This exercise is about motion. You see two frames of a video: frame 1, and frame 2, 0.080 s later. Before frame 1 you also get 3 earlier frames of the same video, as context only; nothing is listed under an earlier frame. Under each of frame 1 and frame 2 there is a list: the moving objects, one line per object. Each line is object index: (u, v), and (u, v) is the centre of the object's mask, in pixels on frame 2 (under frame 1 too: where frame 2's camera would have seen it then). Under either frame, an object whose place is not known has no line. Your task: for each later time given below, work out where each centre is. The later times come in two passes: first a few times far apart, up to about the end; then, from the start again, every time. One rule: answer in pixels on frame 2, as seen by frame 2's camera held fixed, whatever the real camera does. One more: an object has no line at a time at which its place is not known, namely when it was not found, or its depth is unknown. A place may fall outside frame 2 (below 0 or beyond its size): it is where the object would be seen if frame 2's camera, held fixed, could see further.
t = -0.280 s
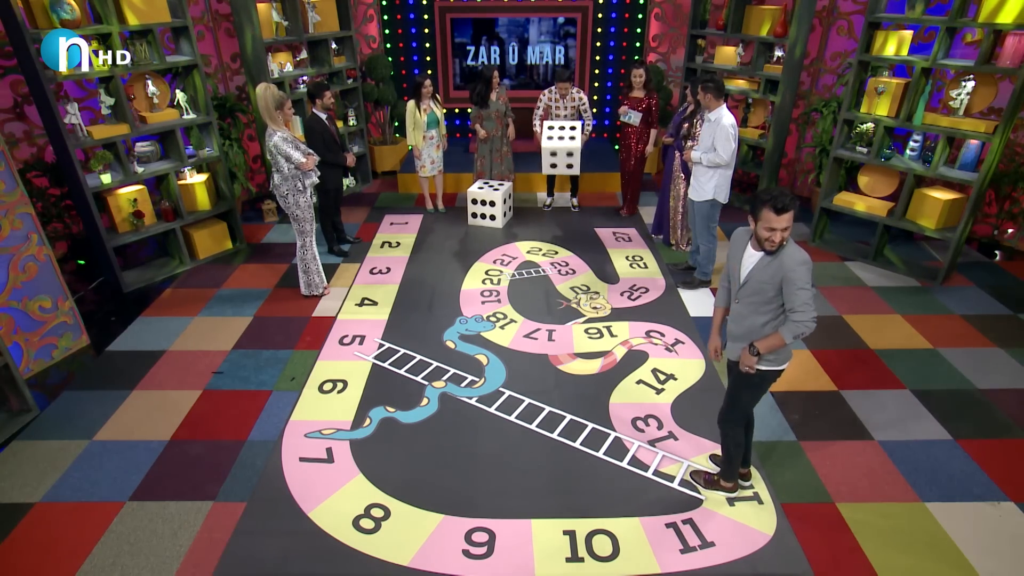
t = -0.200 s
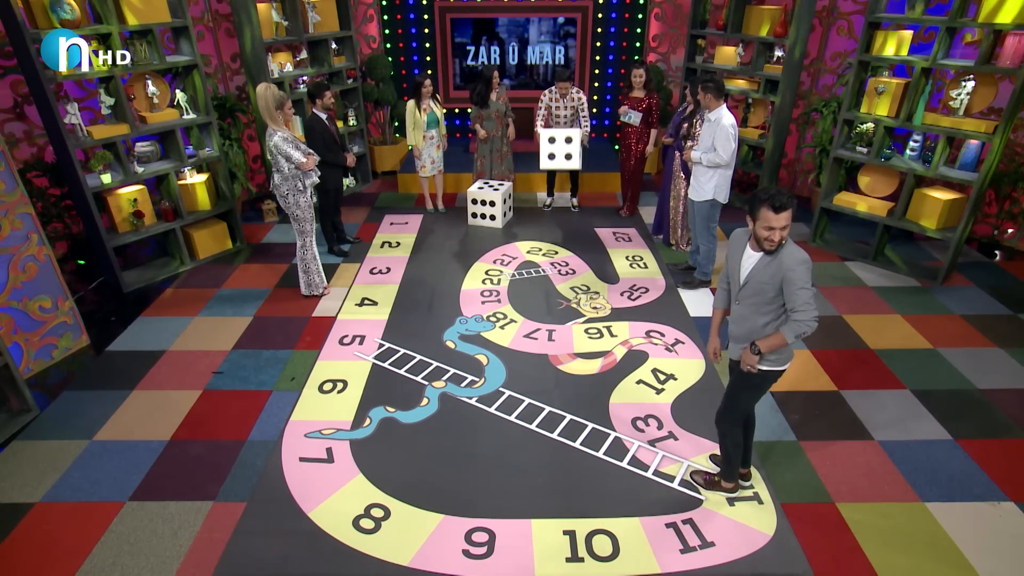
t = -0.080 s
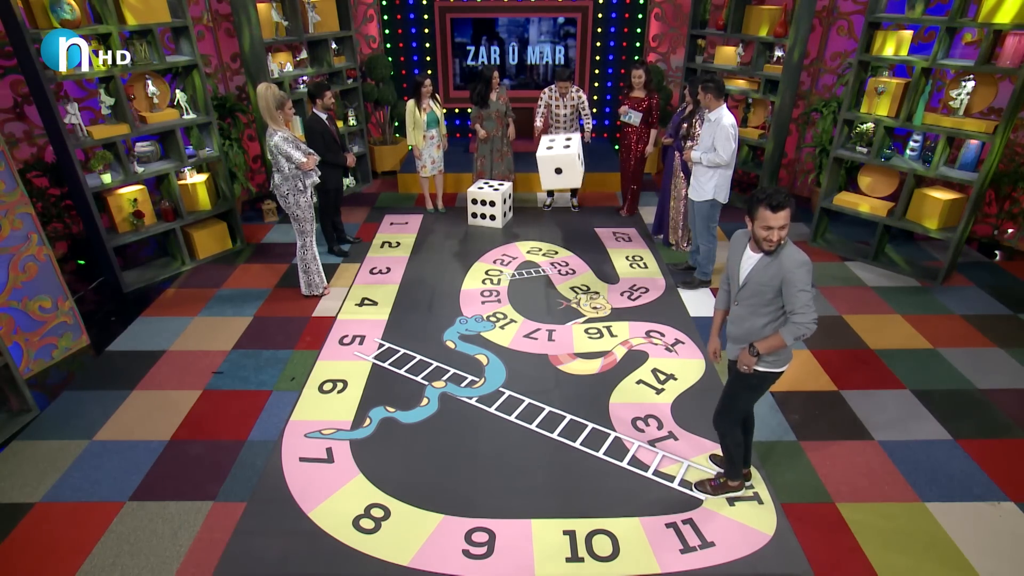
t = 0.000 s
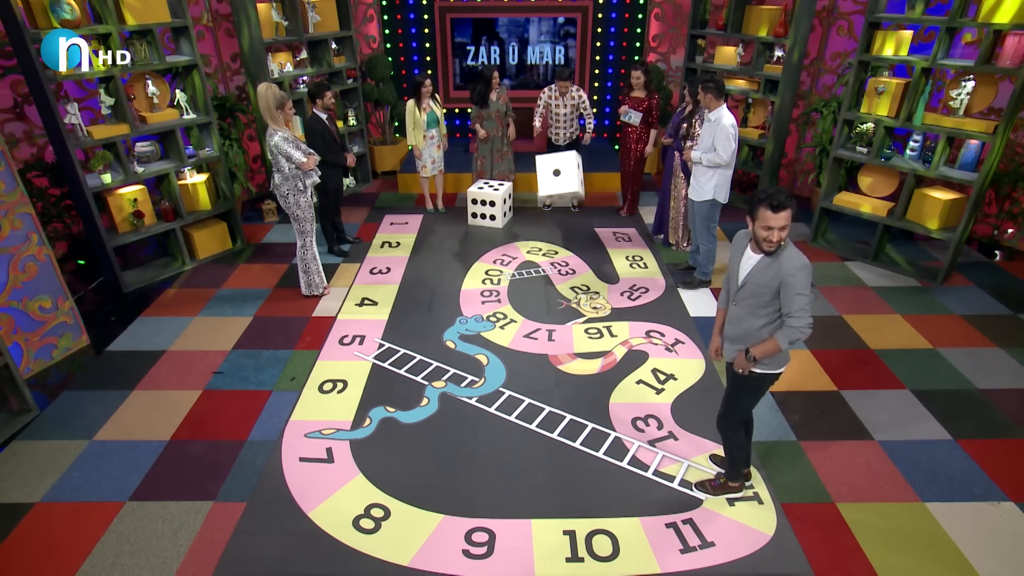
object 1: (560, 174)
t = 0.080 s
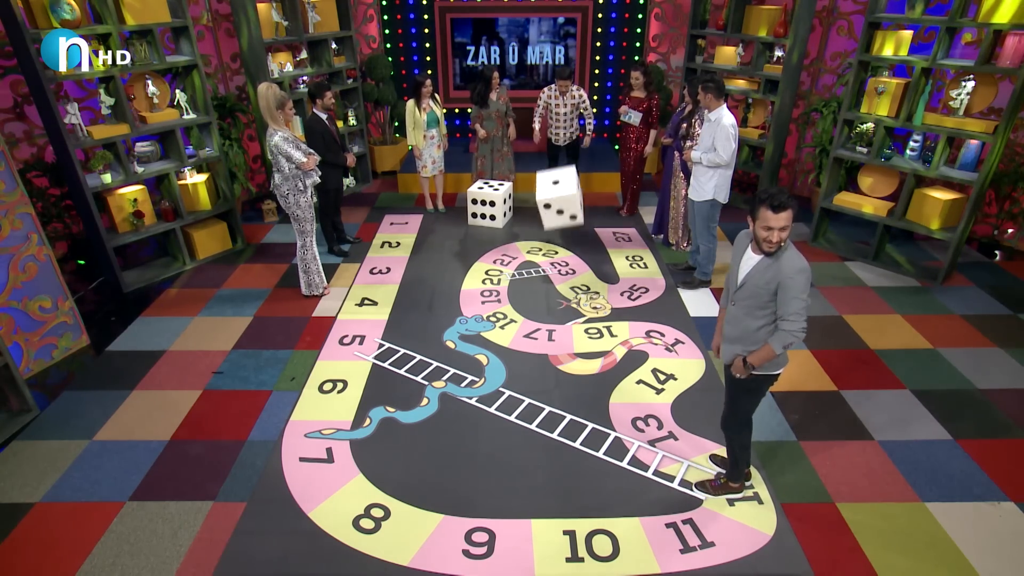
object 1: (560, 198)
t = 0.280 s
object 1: (566, 229)
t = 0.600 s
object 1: (584, 250)
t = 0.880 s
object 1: (607, 251)
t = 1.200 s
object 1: (623, 262)
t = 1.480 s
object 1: (631, 267)
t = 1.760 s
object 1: (630, 268)
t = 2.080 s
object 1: (636, 268)
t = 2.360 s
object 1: (638, 269)
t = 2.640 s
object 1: (638, 269)
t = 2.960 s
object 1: (638, 268)
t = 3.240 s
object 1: (637, 268)
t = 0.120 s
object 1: (559, 211)
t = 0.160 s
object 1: (559, 225)
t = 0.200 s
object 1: (560, 230)
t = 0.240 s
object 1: (563, 230)
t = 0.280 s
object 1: (566, 229)
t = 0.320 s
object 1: (569, 228)
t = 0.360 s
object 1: (572, 228)
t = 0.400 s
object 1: (574, 229)
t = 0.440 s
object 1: (576, 231)
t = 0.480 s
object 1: (577, 236)
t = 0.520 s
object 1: (580, 241)
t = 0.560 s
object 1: (582, 246)
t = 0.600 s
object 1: (584, 250)
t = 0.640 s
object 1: (587, 254)
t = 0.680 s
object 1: (591, 254)
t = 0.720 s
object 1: (595, 253)
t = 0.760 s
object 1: (599, 253)
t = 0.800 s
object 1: (603, 253)
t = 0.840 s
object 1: (605, 252)
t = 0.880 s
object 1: (607, 251)
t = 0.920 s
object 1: (609, 253)
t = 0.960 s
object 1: (611, 253)
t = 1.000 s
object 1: (613, 254)
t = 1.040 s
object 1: (615, 256)
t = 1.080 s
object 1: (616, 257)
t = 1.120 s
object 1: (618, 258)
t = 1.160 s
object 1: (621, 260)
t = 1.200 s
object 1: (623, 262)
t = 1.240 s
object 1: (626, 264)
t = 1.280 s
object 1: (629, 267)
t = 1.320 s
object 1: (639, 268)
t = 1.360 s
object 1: (639, 267)
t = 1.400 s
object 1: (631, 267)
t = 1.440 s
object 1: (631, 267)
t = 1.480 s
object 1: (631, 267)
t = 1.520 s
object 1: (639, 268)
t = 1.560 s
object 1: (638, 269)
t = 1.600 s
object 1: (629, 267)
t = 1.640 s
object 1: (637, 268)
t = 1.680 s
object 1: (638, 269)
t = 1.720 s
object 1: (638, 269)
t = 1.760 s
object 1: (630, 268)
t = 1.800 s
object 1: (633, 268)
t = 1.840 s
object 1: (634, 268)
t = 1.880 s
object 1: (636, 268)
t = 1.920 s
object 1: (638, 269)
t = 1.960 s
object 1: (637, 269)
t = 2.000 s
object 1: (637, 268)
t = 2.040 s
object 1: (636, 268)
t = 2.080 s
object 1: (636, 268)
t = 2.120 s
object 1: (635, 268)
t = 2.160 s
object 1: (635, 268)
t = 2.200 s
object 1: (635, 268)
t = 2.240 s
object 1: (634, 268)
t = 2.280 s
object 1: (633, 268)
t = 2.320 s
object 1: (633, 268)
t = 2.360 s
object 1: (638, 269)
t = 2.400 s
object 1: (633, 268)
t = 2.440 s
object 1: (638, 269)
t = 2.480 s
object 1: (638, 269)
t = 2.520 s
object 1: (638, 269)
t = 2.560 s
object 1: (638, 269)
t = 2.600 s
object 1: (638, 269)
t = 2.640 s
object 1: (638, 269)
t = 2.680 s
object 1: (638, 269)
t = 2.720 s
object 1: (638, 269)
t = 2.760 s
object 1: (637, 268)
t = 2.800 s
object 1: (638, 268)
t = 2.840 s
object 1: (638, 268)
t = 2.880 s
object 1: (638, 268)
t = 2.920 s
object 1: (637, 268)
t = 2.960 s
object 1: (638, 268)
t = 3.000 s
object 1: (637, 268)
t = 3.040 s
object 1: (637, 268)
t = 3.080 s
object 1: (637, 268)
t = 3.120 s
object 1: (637, 268)
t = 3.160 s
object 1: (637, 268)
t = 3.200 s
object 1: (637, 268)
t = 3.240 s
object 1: (637, 268)
